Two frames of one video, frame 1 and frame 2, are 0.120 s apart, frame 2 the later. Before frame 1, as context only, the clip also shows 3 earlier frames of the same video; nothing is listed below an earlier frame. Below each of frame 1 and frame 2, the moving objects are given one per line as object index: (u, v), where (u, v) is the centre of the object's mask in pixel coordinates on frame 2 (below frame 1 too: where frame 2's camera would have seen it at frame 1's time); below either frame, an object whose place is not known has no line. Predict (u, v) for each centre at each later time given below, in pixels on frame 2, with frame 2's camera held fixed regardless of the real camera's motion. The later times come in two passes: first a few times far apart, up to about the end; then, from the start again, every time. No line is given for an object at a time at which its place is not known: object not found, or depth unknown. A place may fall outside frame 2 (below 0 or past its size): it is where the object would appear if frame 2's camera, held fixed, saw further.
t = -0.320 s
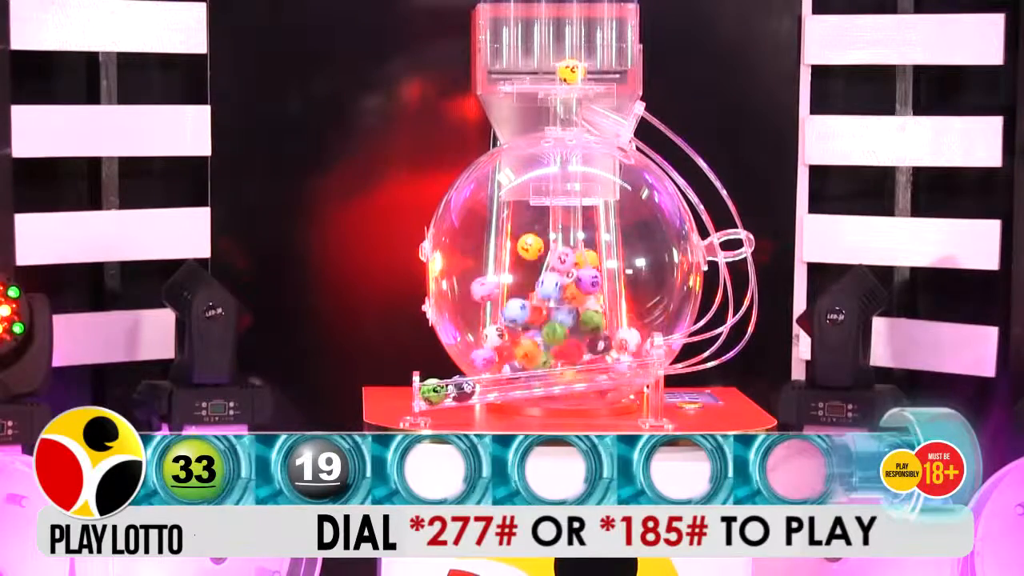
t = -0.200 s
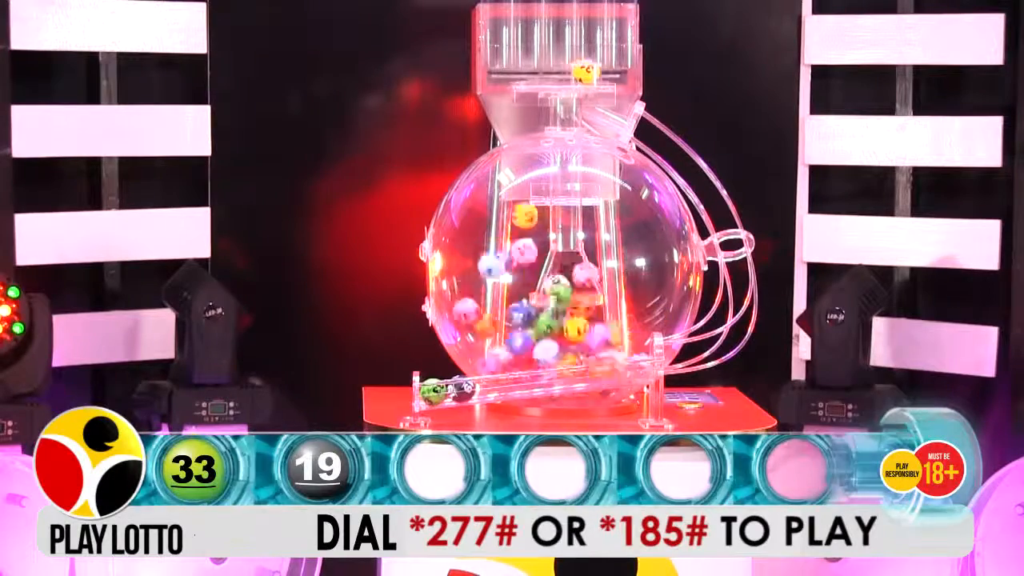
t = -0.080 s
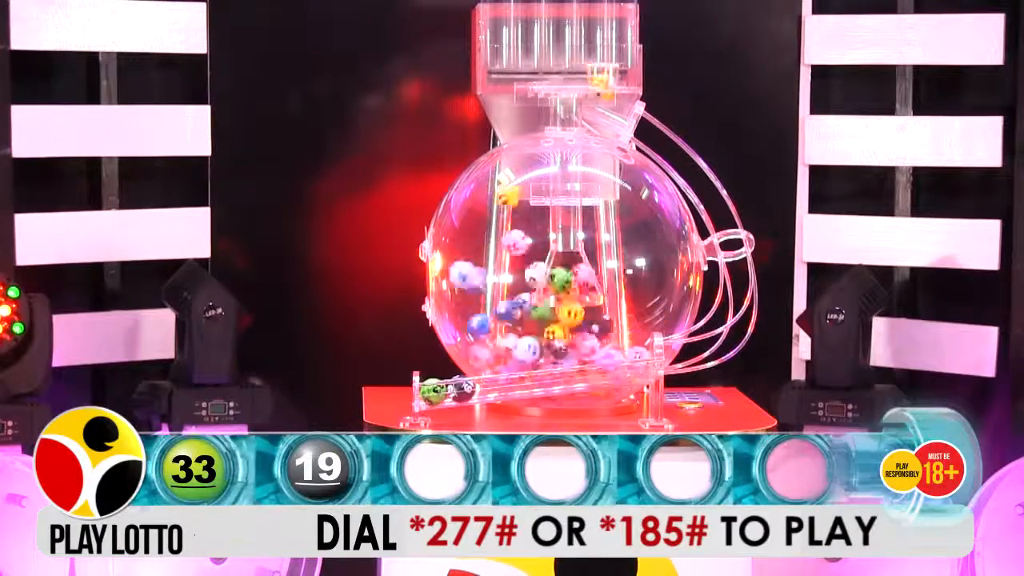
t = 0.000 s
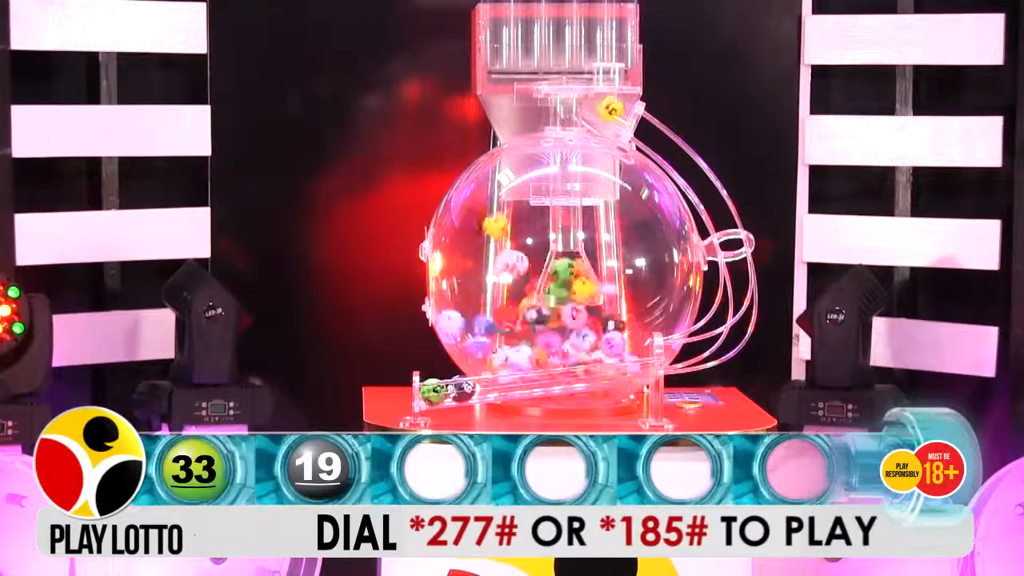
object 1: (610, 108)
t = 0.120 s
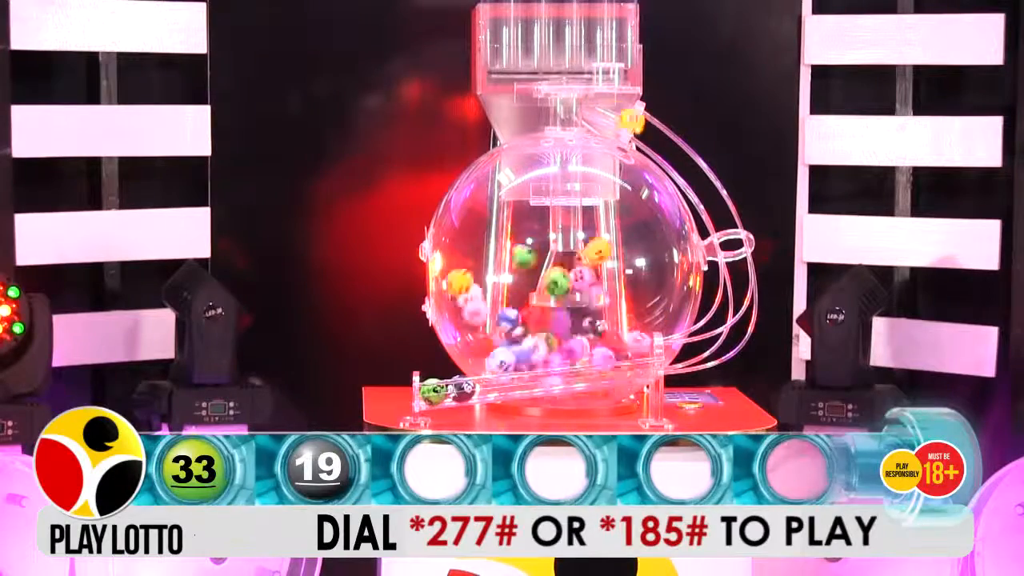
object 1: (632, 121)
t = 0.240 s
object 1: (663, 153)
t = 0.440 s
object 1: (727, 230)
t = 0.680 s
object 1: (741, 299)
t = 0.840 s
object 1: (664, 356)
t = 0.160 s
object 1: (641, 127)
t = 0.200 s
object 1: (648, 142)
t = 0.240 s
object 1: (663, 153)
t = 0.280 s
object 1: (679, 168)
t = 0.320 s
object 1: (698, 190)
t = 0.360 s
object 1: (718, 218)
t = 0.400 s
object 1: (730, 234)
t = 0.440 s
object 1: (727, 230)
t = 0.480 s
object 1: (728, 230)
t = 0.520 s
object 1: (730, 238)
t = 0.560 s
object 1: (730, 239)
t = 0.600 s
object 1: (733, 252)
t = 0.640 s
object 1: (736, 274)
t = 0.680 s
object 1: (741, 299)
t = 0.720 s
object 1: (736, 325)
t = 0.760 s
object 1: (717, 345)
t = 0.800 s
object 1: (689, 354)
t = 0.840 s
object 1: (664, 356)
